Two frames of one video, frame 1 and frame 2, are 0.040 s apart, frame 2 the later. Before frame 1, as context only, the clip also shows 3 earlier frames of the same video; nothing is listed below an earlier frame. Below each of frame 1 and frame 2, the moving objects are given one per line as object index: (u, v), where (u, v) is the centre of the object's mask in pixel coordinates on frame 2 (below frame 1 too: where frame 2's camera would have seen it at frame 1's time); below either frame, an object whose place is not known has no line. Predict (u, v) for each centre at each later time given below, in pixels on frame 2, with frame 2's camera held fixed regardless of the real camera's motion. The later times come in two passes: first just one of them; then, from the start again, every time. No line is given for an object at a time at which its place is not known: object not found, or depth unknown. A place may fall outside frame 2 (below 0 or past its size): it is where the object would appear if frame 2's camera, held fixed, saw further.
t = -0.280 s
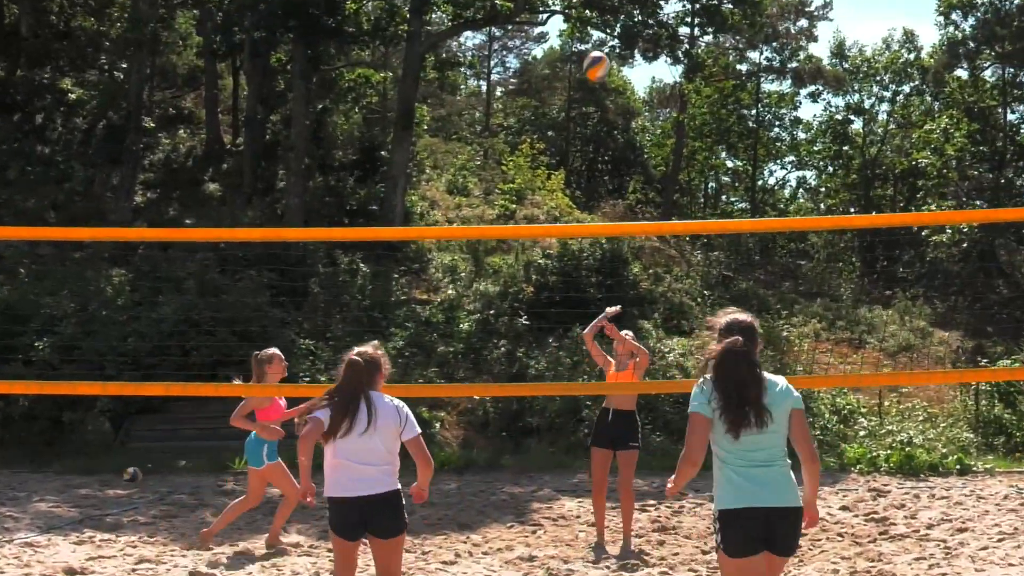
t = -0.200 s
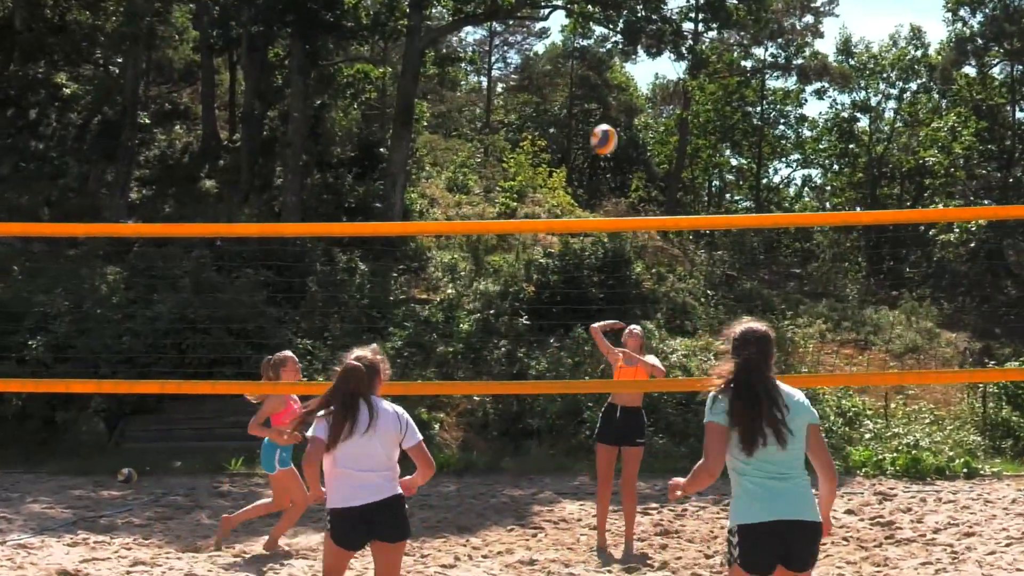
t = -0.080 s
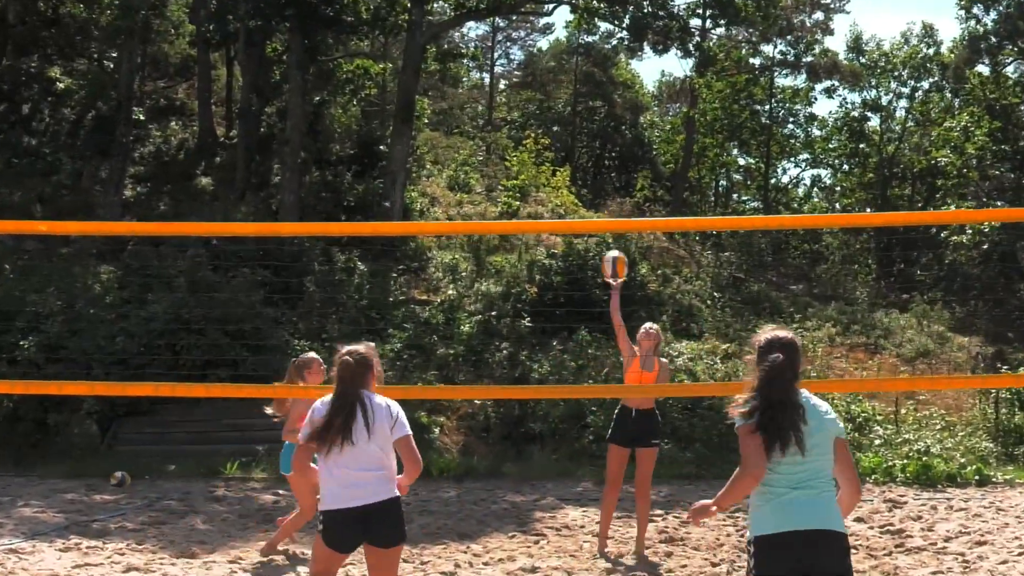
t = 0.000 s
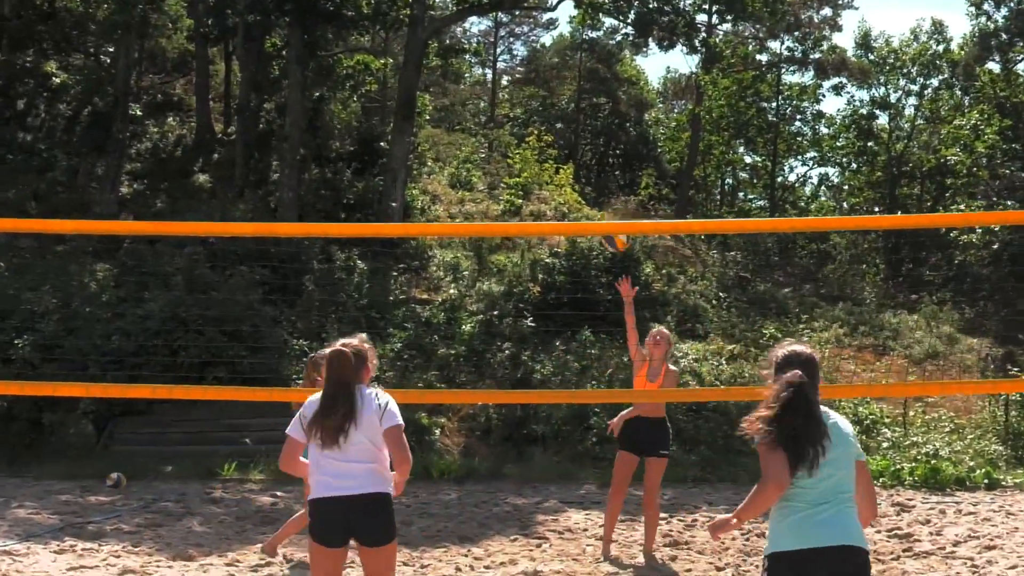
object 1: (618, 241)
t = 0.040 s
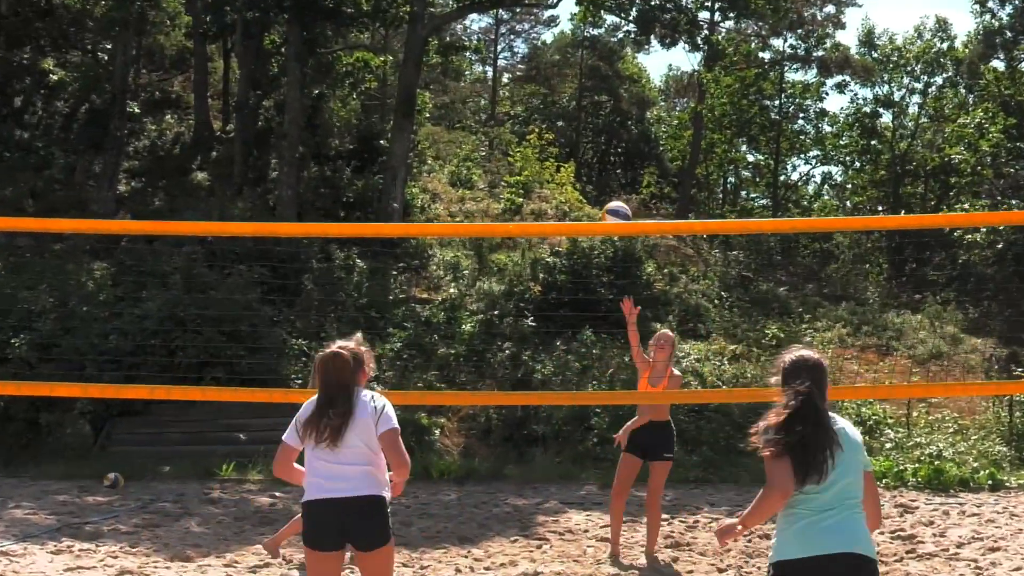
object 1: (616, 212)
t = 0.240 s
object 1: (607, 143)
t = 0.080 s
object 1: (615, 198)
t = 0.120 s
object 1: (612, 182)
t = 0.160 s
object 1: (611, 166)
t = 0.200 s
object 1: (609, 153)
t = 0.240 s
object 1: (607, 143)
